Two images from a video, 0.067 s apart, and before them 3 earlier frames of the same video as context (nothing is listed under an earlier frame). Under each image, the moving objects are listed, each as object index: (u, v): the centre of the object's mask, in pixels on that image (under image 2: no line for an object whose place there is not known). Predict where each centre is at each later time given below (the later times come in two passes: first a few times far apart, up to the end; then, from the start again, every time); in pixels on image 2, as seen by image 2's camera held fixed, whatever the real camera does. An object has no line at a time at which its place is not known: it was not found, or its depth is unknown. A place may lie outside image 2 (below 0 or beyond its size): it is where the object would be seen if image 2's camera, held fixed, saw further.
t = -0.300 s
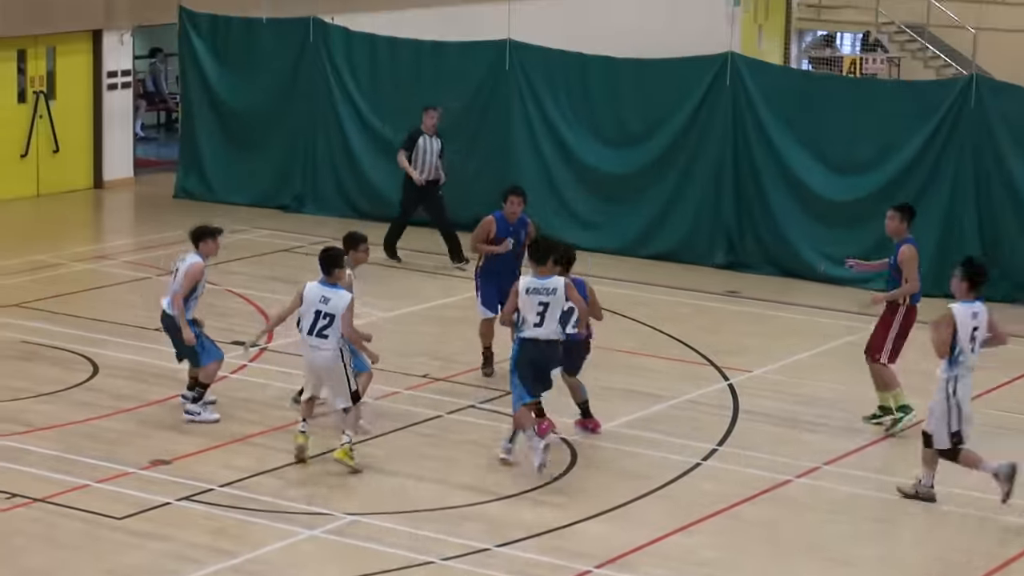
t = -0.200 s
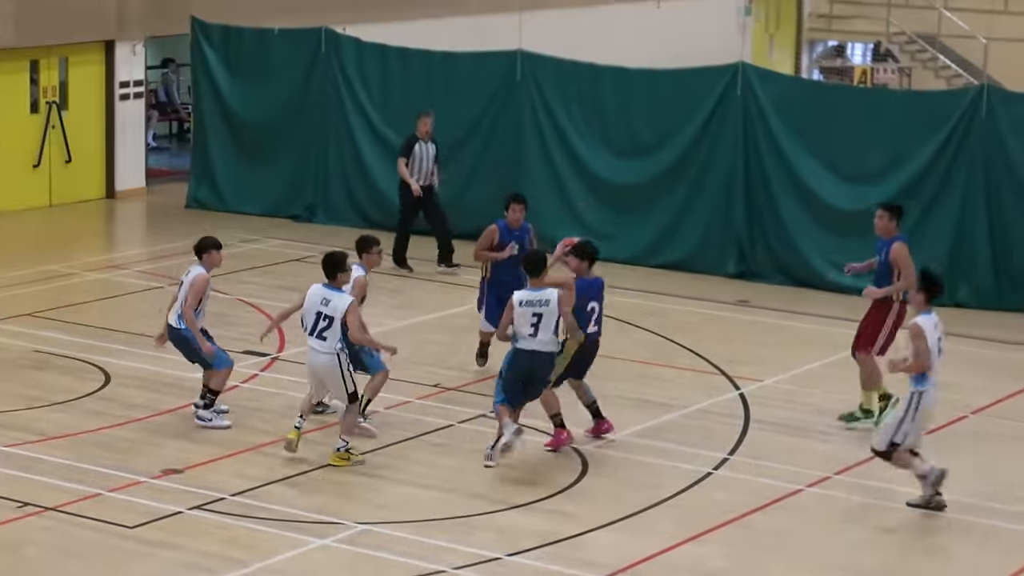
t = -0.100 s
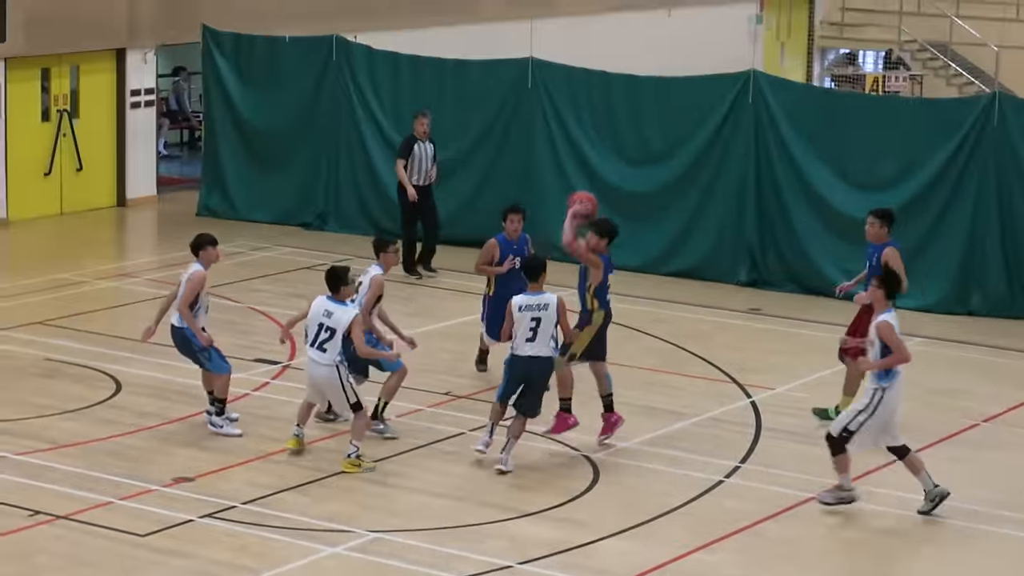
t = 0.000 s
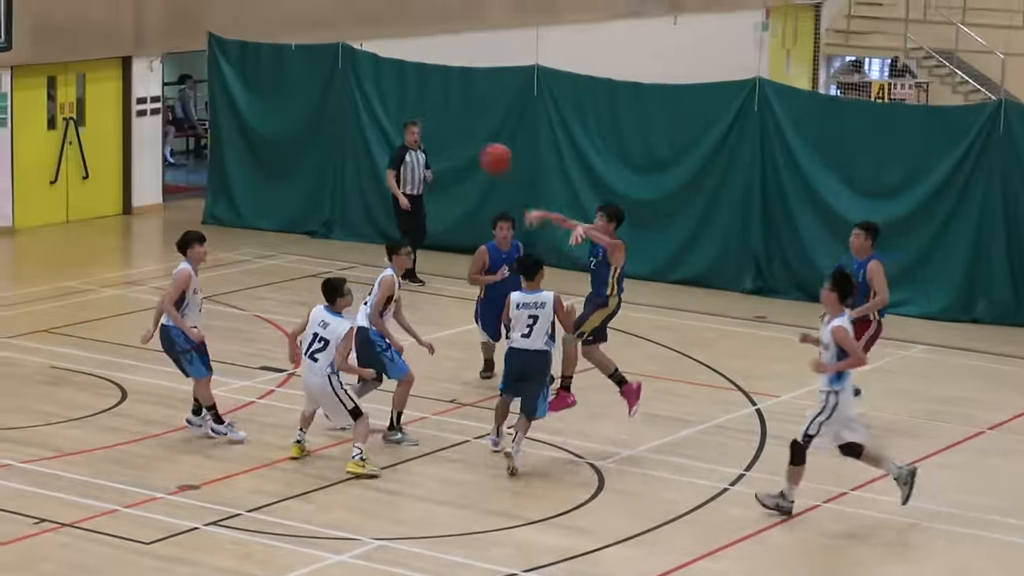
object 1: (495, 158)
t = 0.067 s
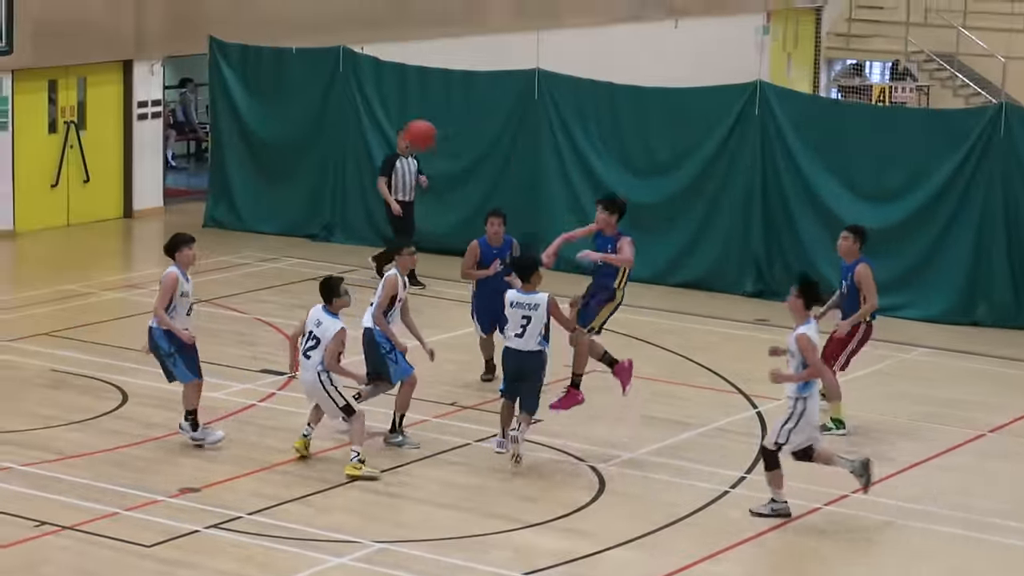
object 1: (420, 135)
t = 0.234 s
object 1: (223, 90)
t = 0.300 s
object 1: (141, 83)
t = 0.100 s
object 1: (382, 123)
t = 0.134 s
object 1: (341, 113)
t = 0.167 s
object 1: (301, 105)
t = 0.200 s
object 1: (262, 97)
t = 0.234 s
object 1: (223, 90)
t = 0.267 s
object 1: (183, 86)
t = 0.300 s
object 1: (141, 83)
